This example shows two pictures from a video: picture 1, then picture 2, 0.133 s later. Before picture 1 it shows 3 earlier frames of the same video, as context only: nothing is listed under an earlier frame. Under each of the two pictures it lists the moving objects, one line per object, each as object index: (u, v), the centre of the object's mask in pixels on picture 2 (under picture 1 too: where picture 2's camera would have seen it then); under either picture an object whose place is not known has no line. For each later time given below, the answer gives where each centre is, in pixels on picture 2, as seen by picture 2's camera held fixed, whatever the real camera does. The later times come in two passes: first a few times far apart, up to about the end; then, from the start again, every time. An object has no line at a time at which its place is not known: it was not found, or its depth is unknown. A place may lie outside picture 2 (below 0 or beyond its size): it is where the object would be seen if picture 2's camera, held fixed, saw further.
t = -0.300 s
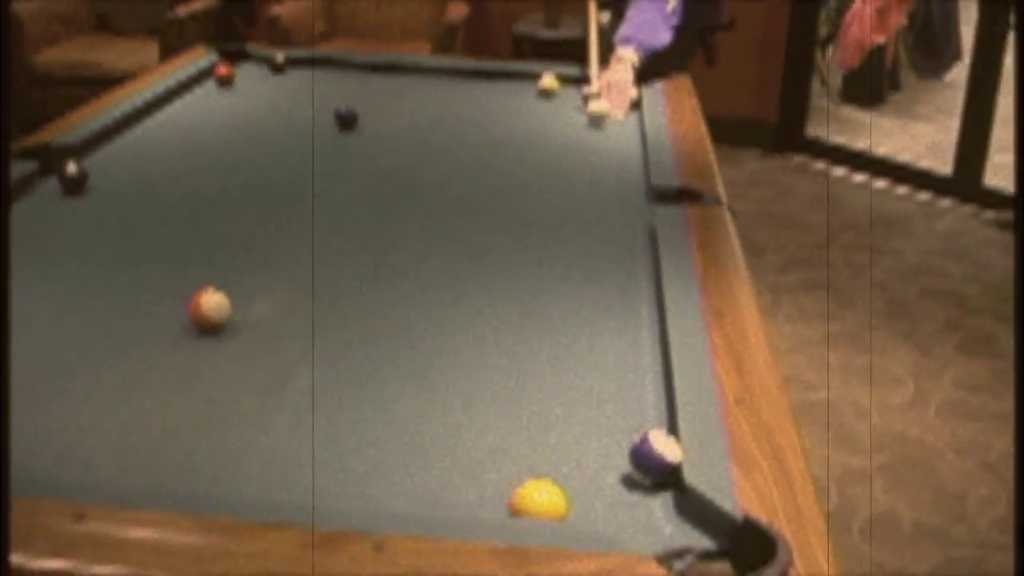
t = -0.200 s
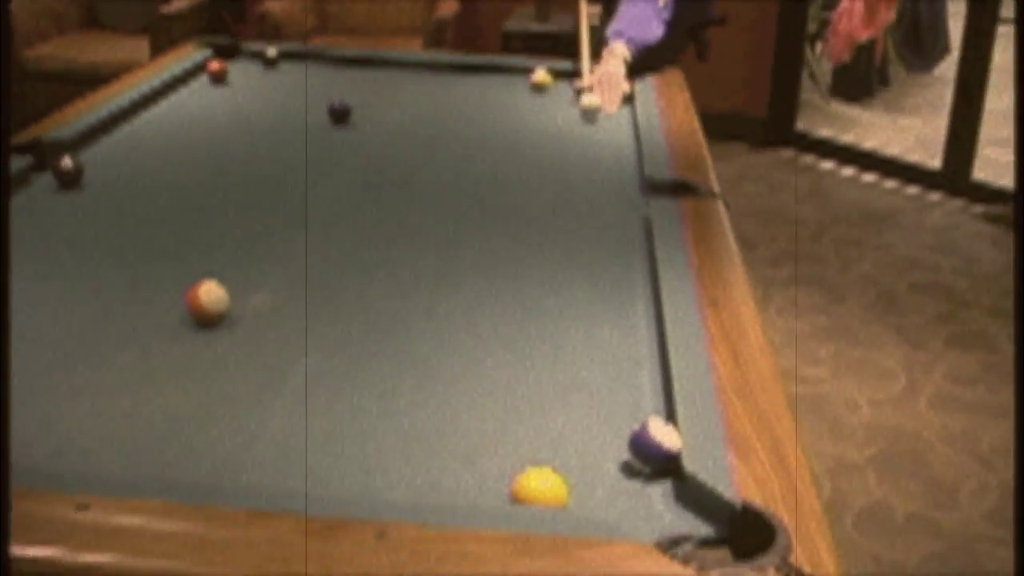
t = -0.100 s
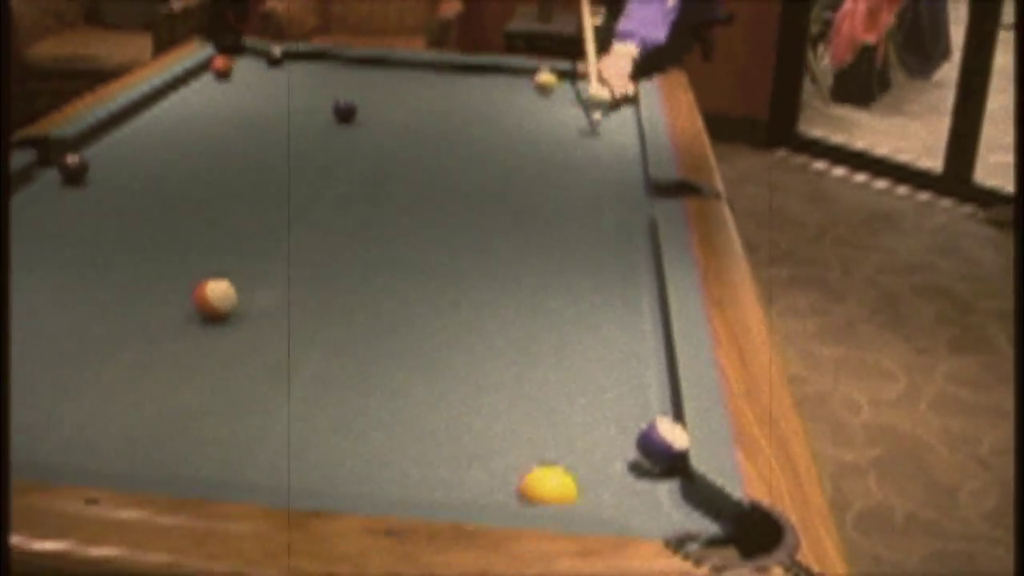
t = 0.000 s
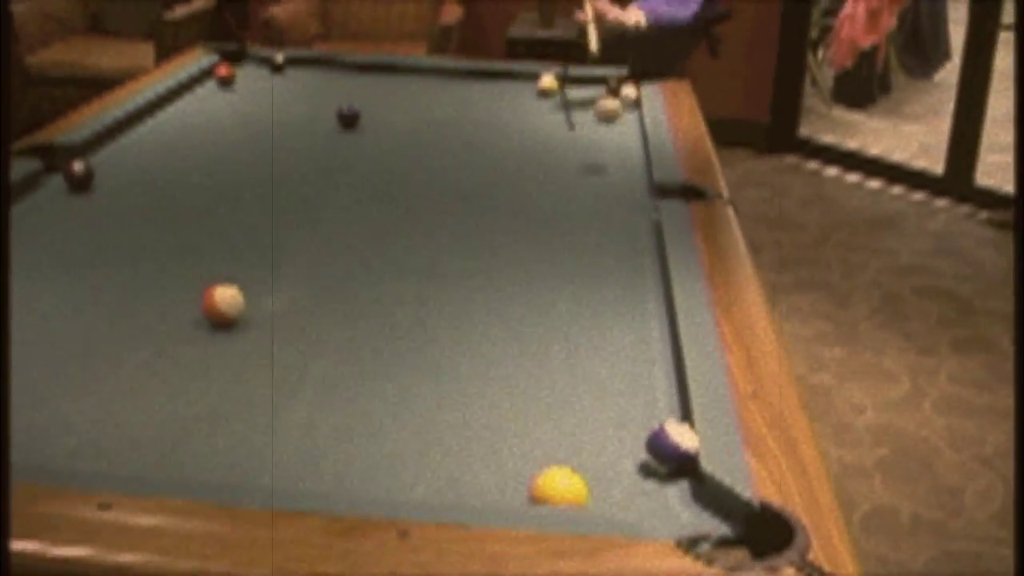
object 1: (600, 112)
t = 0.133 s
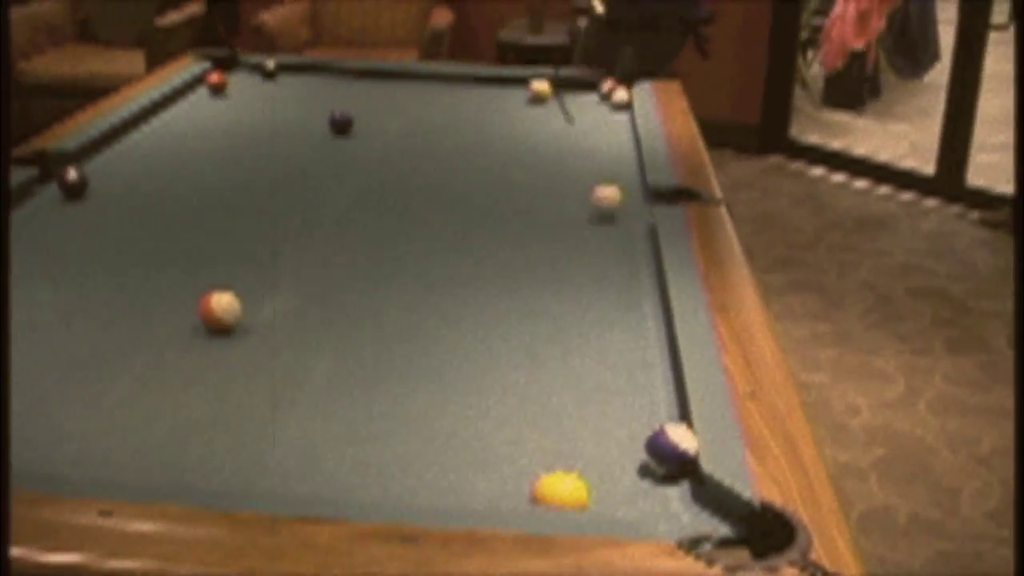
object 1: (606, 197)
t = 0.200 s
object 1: (612, 216)
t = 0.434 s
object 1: (635, 348)
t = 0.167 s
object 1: (609, 203)
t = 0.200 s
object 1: (612, 216)
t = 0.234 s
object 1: (615, 237)
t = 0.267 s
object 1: (618, 256)
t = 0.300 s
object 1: (623, 271)
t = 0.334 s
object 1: (624, 291)
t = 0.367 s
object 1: (629, 308)
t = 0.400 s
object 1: (632, 328)
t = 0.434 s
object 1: (635, 348)
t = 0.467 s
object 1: (640, 367)
